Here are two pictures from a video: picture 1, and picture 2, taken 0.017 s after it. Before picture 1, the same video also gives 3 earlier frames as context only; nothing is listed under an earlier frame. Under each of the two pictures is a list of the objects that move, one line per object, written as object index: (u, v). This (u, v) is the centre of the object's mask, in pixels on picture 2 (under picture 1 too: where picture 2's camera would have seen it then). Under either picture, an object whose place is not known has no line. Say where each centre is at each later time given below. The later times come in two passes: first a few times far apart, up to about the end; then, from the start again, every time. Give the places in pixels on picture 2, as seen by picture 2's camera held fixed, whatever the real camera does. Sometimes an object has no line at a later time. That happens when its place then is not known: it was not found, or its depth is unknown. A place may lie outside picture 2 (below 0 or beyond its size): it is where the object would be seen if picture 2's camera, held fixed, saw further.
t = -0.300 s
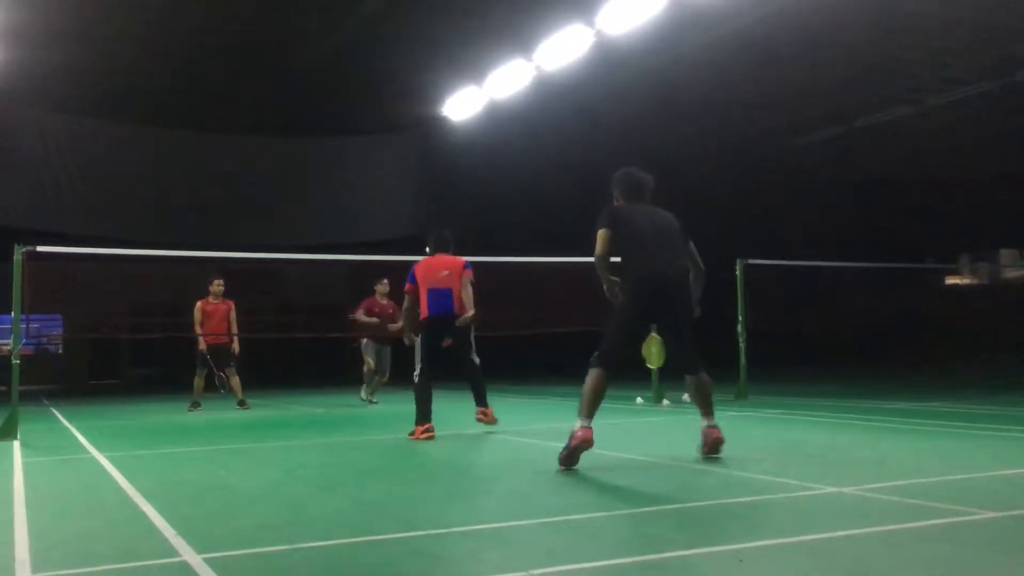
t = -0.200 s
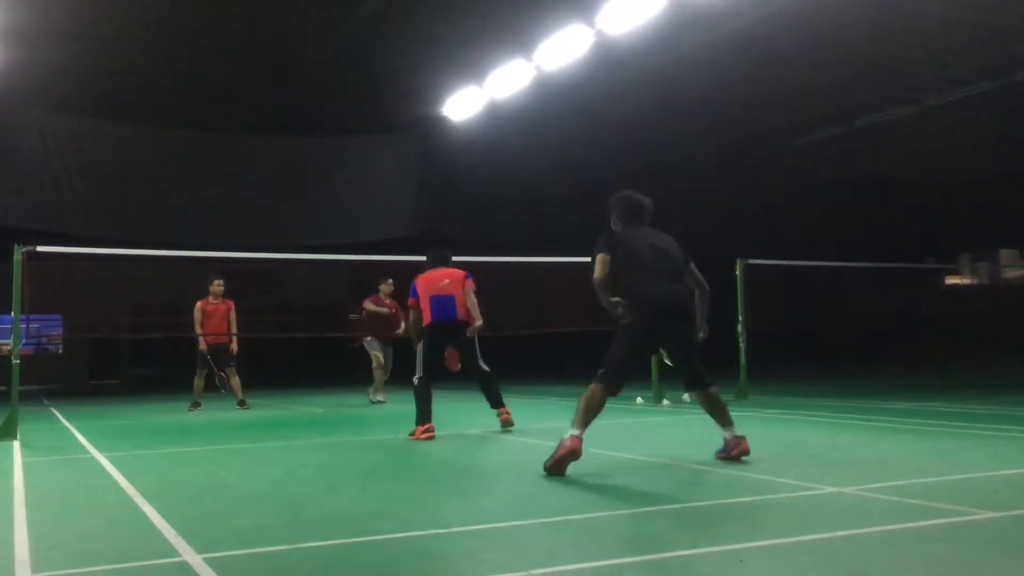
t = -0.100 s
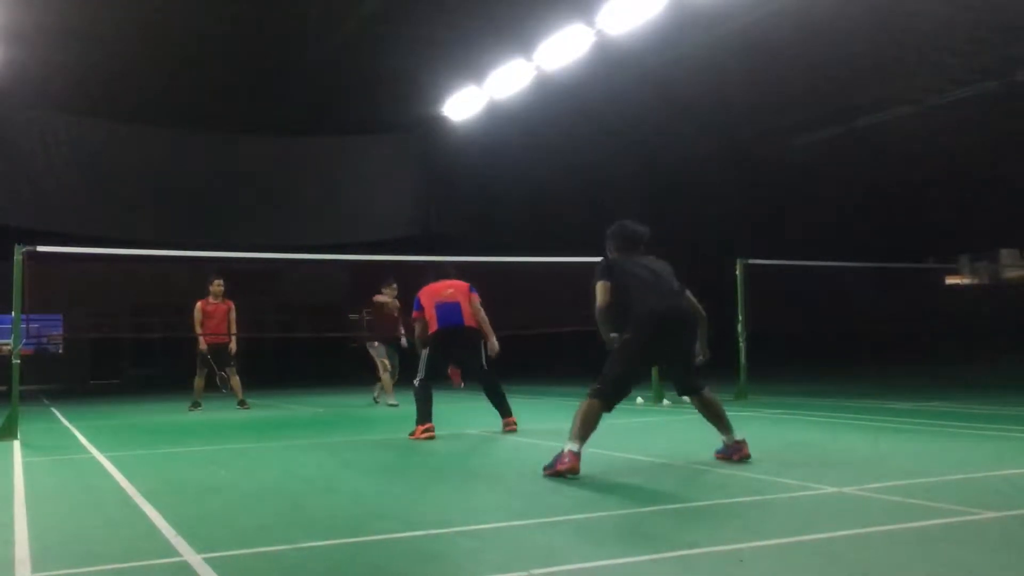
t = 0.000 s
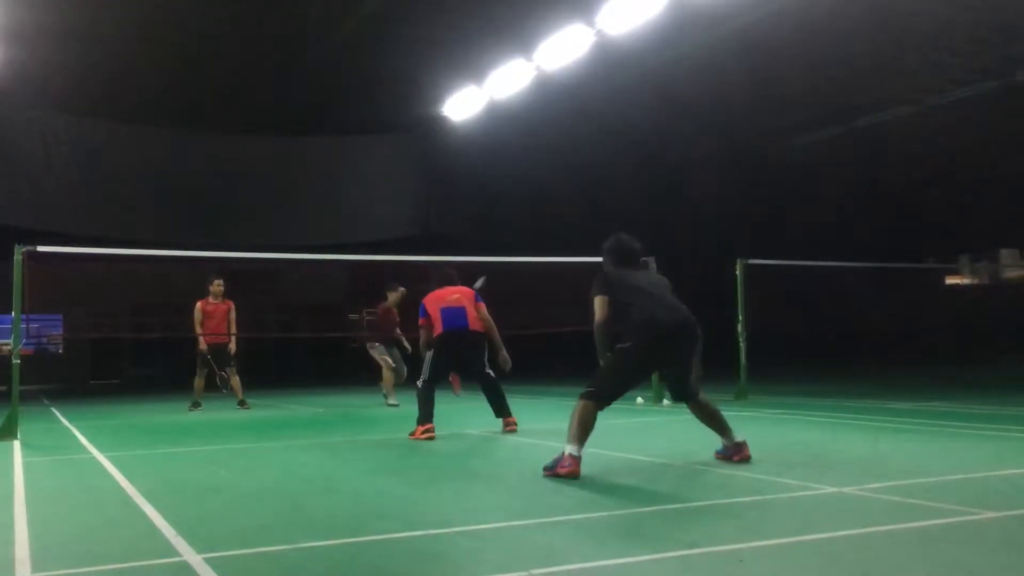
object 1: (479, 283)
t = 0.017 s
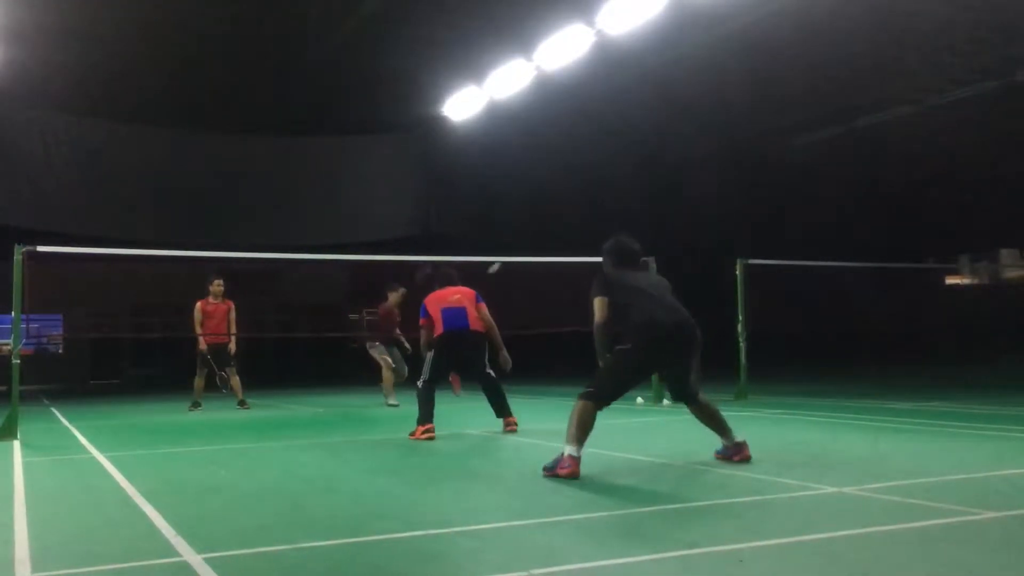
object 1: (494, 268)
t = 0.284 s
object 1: (698, 133)
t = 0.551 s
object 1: (884, 84)
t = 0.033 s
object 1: (509, 255)
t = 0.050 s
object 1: (521, 246)
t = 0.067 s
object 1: (534, 236)
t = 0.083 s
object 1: (548, 226)
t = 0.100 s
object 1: (561, 216)
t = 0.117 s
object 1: (574, 207)
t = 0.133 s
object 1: (587, 198)
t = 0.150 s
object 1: (600, 189)
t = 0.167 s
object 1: (613, 180)
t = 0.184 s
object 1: (625, 173)
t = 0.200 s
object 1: (638, 165)
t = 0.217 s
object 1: (650, 158)
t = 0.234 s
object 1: (662, 151)
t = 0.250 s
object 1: (674, 145)
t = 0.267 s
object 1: (686, 139)
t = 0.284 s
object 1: (698, 133)
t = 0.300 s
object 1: (710, 127)
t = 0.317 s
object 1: (722, 122)
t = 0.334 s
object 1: (733, 117)
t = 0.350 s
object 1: (745, 112)
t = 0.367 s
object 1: (756, 108)
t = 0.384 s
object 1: (768, 104)
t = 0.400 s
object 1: (780, 101)
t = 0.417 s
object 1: (791, 98)
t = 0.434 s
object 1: (803, 95)
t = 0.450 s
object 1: (814, 92)
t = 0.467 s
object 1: (826, 90)
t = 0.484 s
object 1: (838, 88)
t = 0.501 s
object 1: (849, 86)
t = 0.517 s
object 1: (861, 85)
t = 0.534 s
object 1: (873, 84)
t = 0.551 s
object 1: (884, 84)
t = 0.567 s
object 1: (896, 84)
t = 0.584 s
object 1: (908, 84)
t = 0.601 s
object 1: (919, 84)
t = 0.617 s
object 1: (931, 85)
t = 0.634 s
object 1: (942, 87)
